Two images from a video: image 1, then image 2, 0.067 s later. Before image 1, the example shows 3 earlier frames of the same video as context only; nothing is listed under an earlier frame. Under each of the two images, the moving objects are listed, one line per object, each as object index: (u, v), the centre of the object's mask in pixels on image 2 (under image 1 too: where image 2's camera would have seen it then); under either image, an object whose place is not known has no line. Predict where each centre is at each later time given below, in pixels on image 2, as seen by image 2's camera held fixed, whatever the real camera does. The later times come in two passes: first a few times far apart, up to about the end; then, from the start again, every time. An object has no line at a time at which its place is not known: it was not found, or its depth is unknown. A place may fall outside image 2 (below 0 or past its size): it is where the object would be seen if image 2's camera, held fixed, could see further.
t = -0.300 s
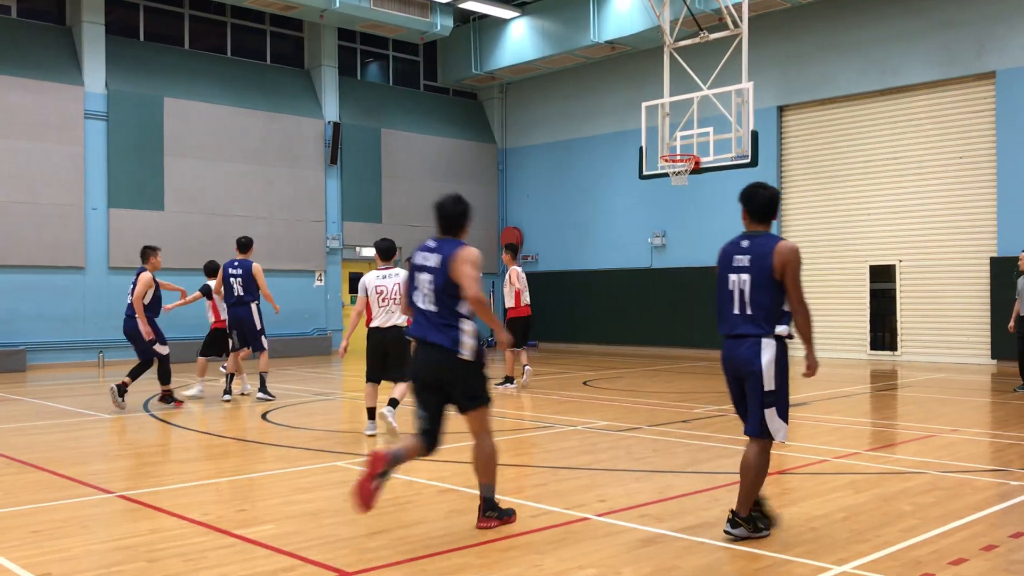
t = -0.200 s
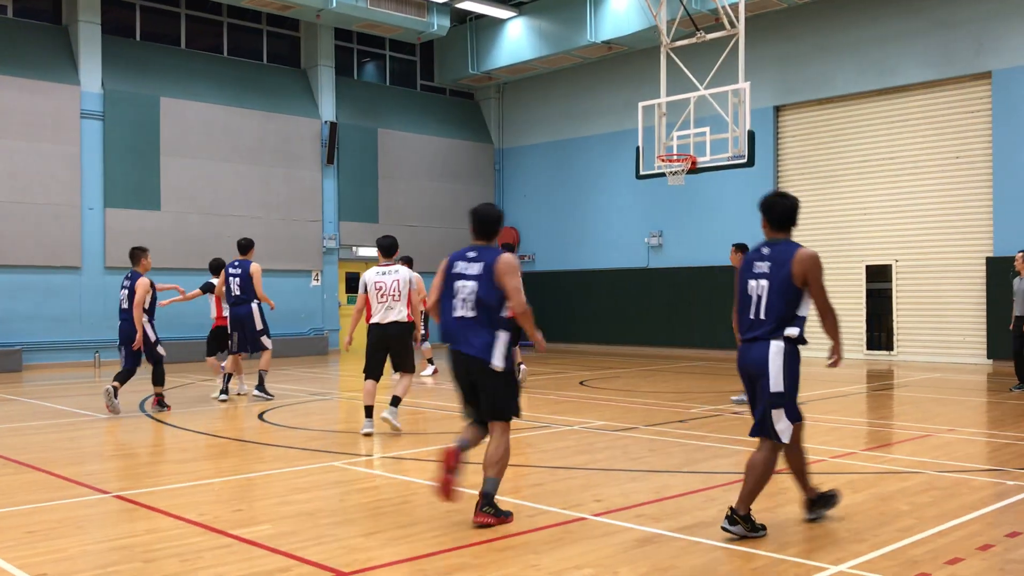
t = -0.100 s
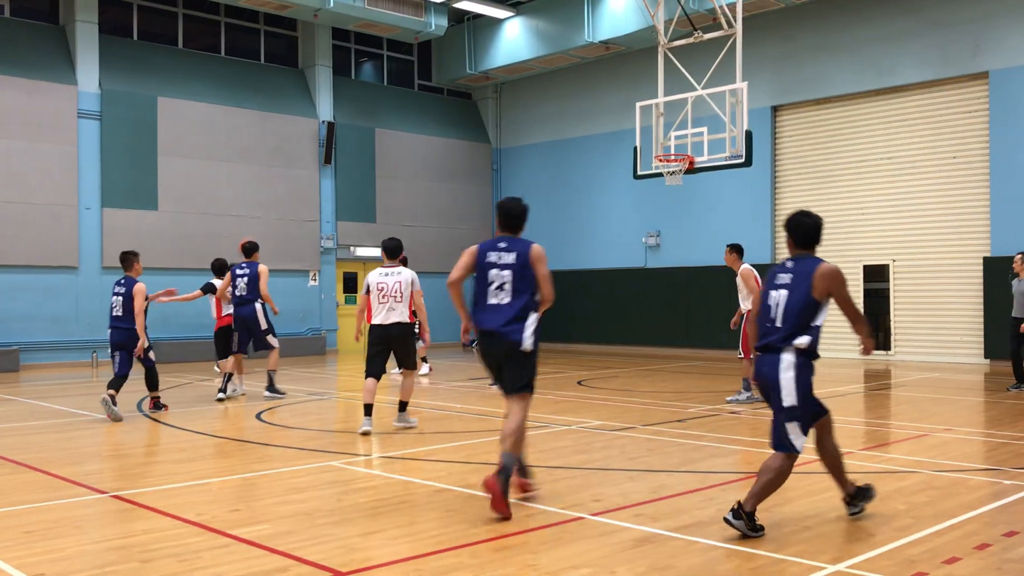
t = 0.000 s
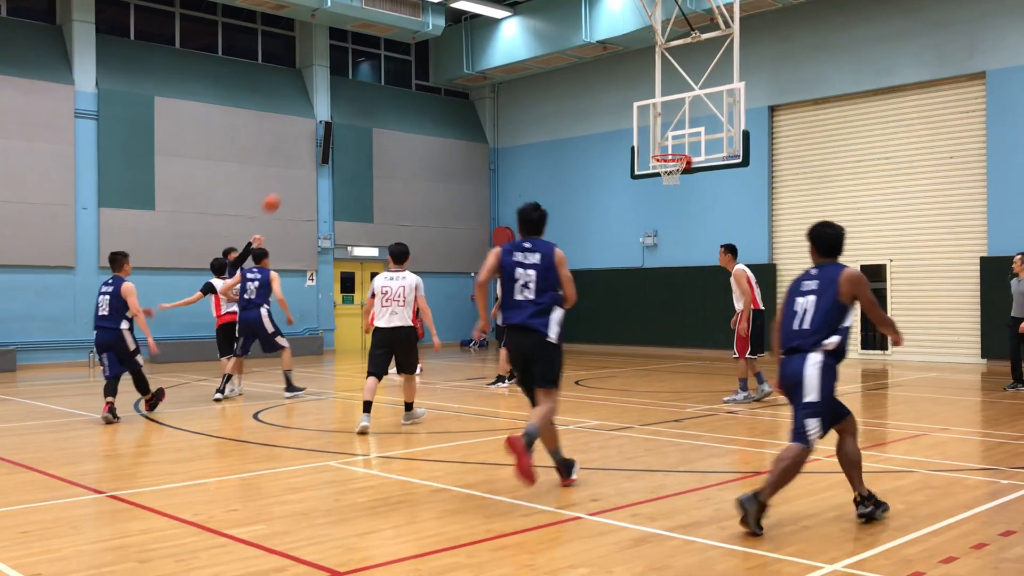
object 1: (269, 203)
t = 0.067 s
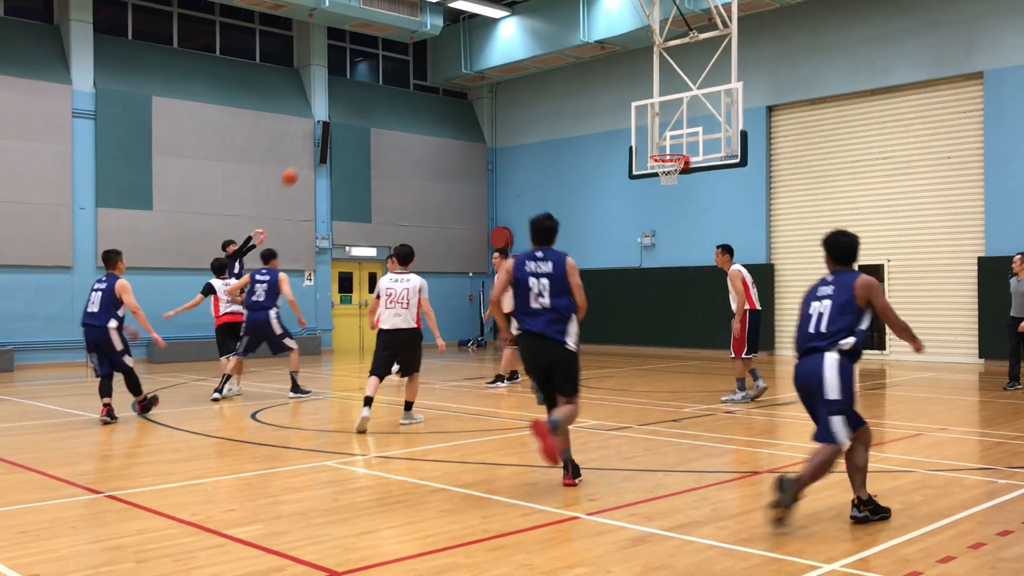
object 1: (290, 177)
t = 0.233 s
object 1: (340, 121)
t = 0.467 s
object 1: (414, 71)
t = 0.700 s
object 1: (489, 55)
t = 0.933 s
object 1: (568, 76)
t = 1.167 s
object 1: (650, 137)
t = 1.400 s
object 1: (659, 148)
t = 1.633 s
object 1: (629, 156)
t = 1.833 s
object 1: (606, 191)
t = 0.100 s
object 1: (300, 164)
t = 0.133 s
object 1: (309, 152)
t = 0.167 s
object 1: (320, 141)
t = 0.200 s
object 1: (330, 131)
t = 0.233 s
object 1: (340, 121)
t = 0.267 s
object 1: (351, 111)
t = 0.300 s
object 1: (361, 103)
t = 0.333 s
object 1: (371, 95)
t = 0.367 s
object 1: (382, 88)
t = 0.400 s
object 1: (392, 81)
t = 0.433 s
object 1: (403, 76)
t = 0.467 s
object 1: (414, 71)
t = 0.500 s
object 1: (424, 66)
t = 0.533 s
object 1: (435, 63)
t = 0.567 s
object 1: (446, 60)
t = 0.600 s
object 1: (457, 57)
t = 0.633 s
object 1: (468, 55)
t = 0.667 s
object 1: (478, 55)
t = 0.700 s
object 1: (489, 55)
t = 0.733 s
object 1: (501, 56)
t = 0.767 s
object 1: (512, 57)
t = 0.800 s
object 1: (523, 59)
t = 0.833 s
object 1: (535, 62)
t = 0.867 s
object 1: (546, 66)
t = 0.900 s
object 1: (557, 70)
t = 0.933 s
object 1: (568, 76)
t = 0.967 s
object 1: (580, 82)
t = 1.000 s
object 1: (592, 90)
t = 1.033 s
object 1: (603, 96)
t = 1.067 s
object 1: (615, 105)
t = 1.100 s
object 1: (626, 115)
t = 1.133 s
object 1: (639, 126)
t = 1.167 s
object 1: (650, 137)
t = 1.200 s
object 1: (662, 148)
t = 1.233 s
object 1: (670, 150)
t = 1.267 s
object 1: (675, 154)
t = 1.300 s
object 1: (674, 152)
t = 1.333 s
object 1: (668, 151)
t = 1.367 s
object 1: (664, 147)
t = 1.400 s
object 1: (659, 148)
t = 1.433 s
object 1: (656, 145)
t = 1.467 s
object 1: (651, 145)
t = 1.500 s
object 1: (646, 146)
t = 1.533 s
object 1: (642, 147)
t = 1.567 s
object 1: (638, 149)
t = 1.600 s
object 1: (634, 152)
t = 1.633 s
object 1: (629, 156)
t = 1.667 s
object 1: (625, 160)
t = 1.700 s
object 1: (621, 164)
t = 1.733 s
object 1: (617, 170)
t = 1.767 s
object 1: (613, 177)
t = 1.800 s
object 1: (609, 183)
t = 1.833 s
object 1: (606, 191)
